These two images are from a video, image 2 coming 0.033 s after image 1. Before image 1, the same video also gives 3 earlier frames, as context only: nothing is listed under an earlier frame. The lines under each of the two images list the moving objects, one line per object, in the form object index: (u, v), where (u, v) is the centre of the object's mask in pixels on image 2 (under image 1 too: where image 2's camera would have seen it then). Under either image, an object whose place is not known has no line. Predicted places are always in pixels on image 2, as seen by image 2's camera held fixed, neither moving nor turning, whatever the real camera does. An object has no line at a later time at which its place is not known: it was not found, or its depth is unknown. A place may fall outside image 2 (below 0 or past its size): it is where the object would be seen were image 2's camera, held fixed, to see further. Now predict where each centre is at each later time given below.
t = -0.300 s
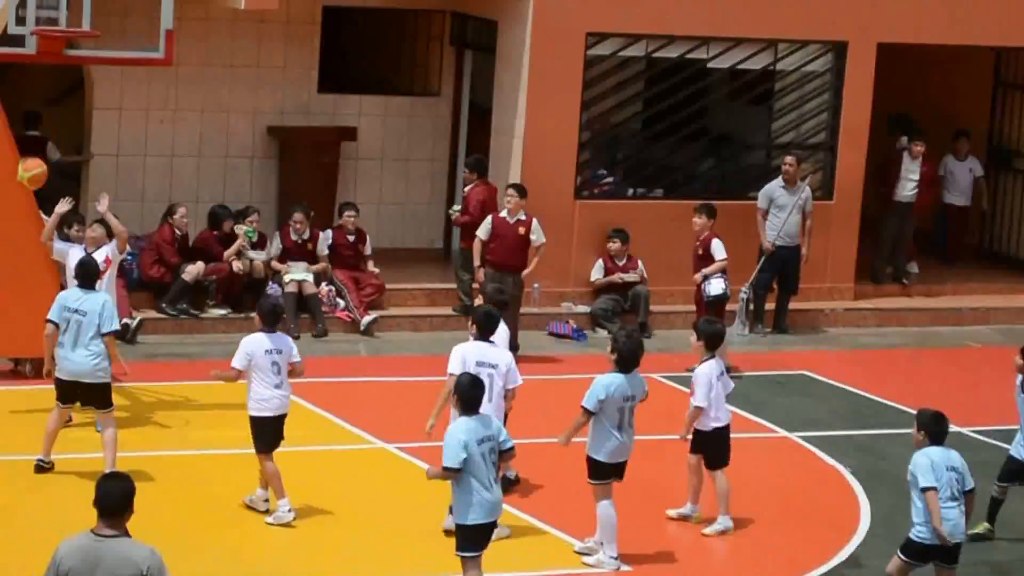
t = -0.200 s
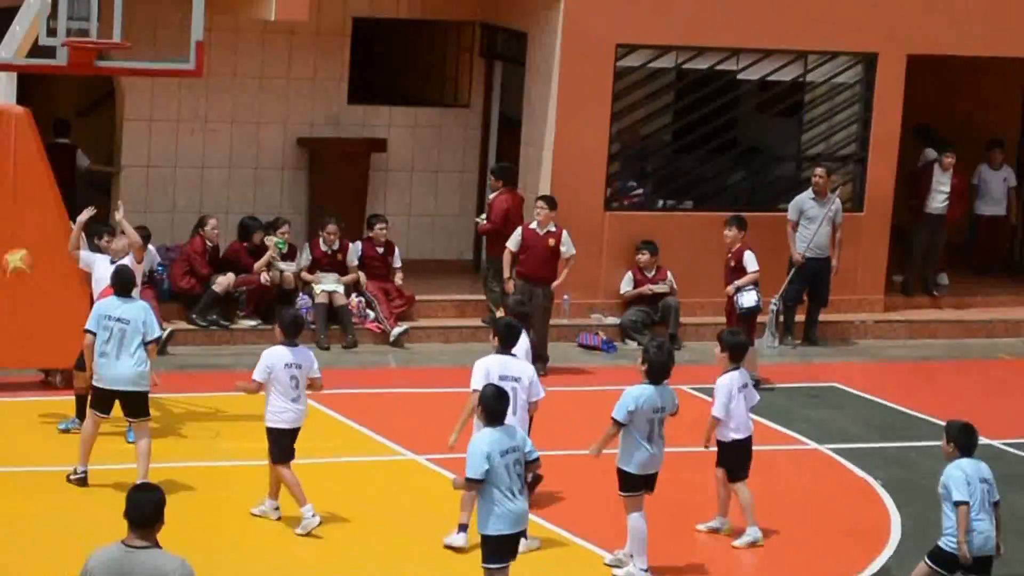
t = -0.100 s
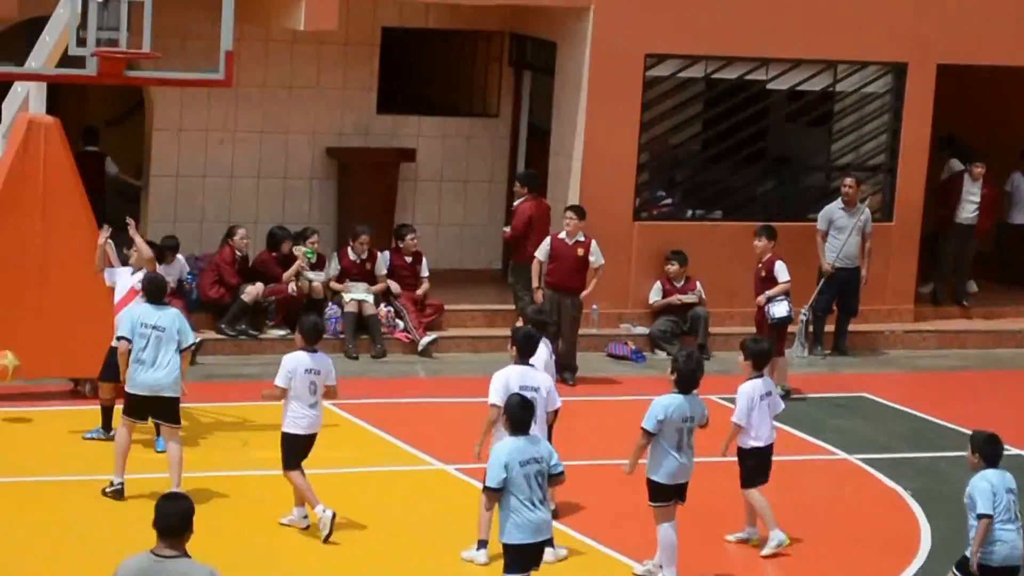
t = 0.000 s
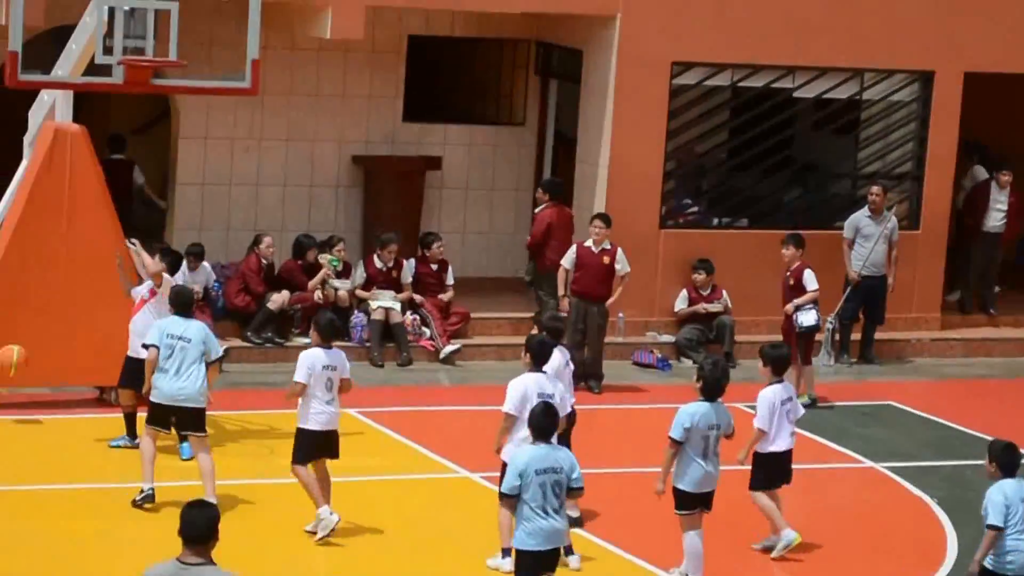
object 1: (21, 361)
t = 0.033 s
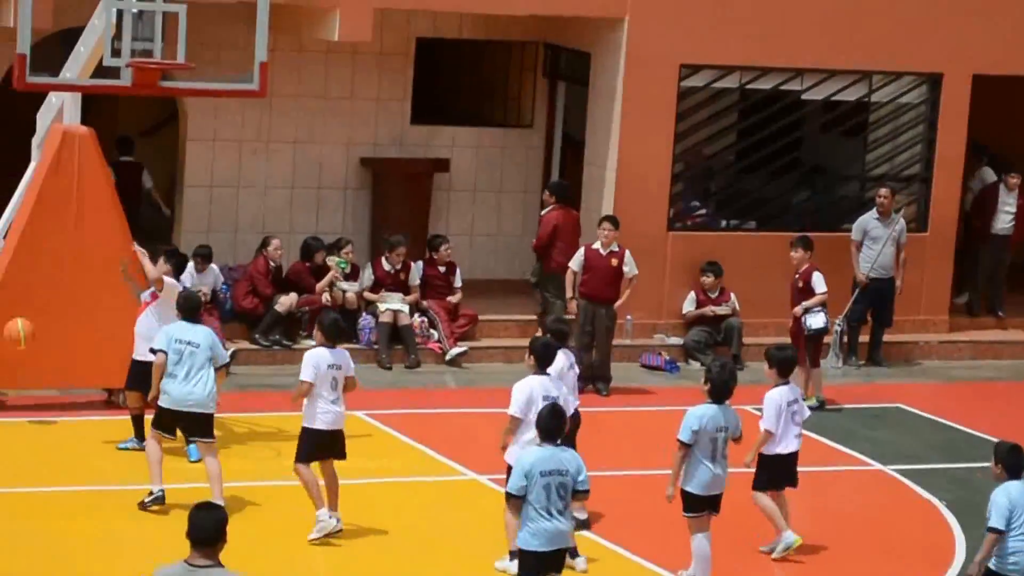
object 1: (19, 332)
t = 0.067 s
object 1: (17, 305)
